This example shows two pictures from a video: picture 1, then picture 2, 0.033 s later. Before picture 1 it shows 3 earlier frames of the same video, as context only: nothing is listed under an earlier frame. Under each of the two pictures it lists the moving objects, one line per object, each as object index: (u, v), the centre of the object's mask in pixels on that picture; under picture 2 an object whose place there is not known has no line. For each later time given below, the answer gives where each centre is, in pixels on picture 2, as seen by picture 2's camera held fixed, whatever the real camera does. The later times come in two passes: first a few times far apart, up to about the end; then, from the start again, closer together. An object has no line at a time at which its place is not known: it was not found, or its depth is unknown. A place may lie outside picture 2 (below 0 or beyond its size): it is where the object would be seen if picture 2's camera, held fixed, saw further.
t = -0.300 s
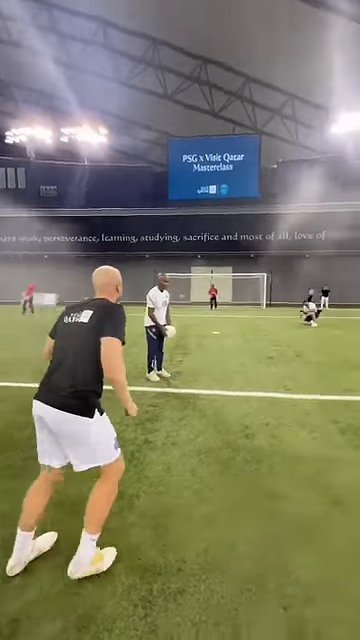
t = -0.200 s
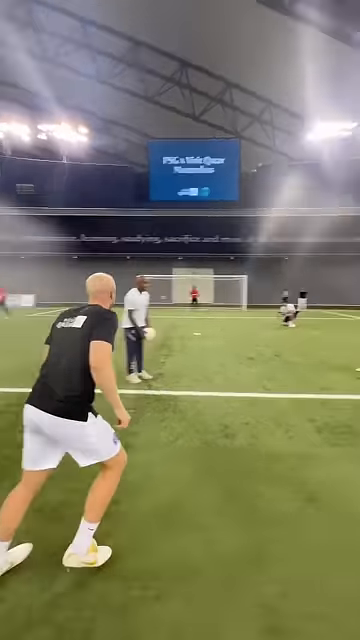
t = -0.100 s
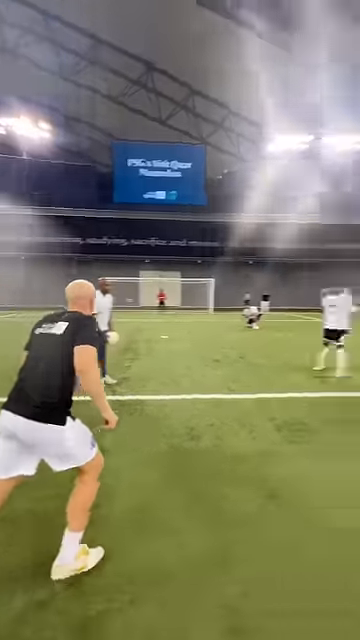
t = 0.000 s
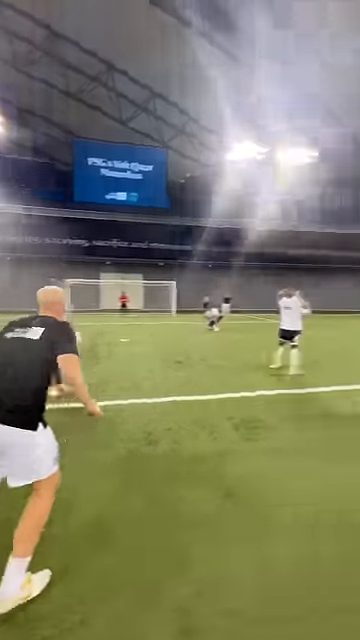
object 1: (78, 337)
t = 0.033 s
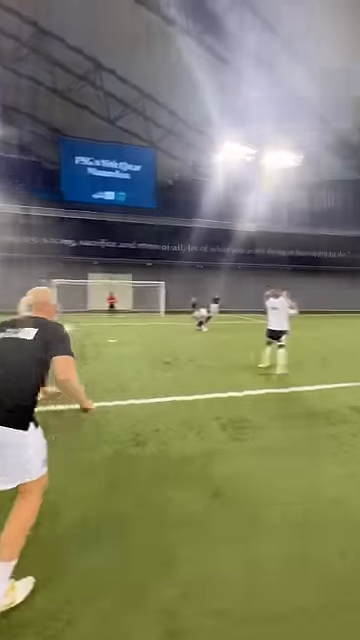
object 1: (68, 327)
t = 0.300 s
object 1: (87, 260)
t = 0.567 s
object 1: (121, 237)
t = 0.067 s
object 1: (67, 318)
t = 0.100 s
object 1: (70, 311)
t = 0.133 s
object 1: (73, 301)
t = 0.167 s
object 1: (75, 291)
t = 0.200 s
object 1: (76, 281)
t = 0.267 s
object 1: (85, 268)
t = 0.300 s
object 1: (87, 260)
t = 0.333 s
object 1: (93, 255)
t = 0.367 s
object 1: (95, 250)
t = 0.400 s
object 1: (101, 247)
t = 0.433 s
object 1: (104, 242)
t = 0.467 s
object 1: (108, 240)
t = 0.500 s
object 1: (112, 238)
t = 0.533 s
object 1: (117, 237)
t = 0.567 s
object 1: (121, 237)
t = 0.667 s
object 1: (132, 241)
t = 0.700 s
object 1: (136, 244)
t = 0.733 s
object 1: (140, 247)
